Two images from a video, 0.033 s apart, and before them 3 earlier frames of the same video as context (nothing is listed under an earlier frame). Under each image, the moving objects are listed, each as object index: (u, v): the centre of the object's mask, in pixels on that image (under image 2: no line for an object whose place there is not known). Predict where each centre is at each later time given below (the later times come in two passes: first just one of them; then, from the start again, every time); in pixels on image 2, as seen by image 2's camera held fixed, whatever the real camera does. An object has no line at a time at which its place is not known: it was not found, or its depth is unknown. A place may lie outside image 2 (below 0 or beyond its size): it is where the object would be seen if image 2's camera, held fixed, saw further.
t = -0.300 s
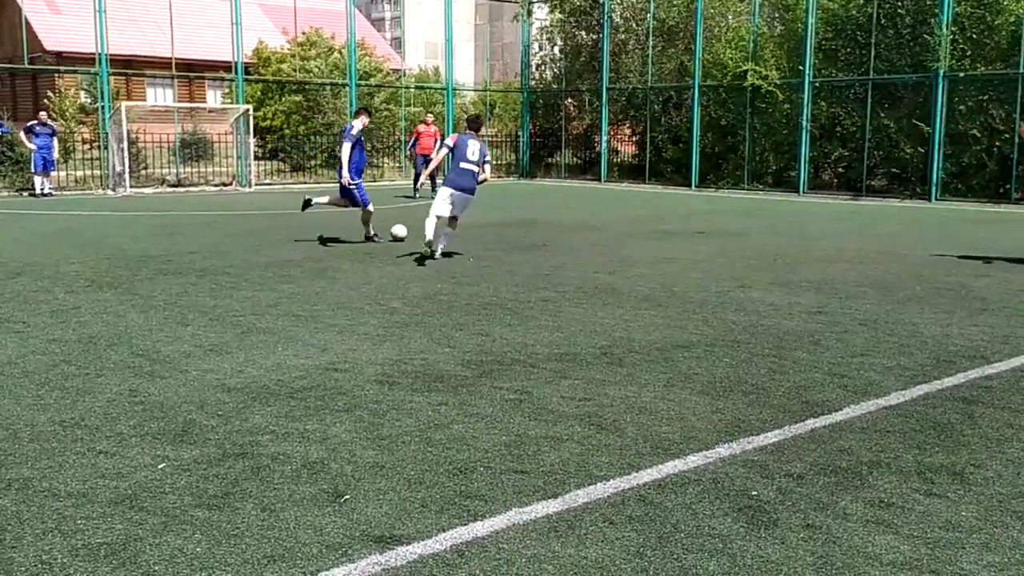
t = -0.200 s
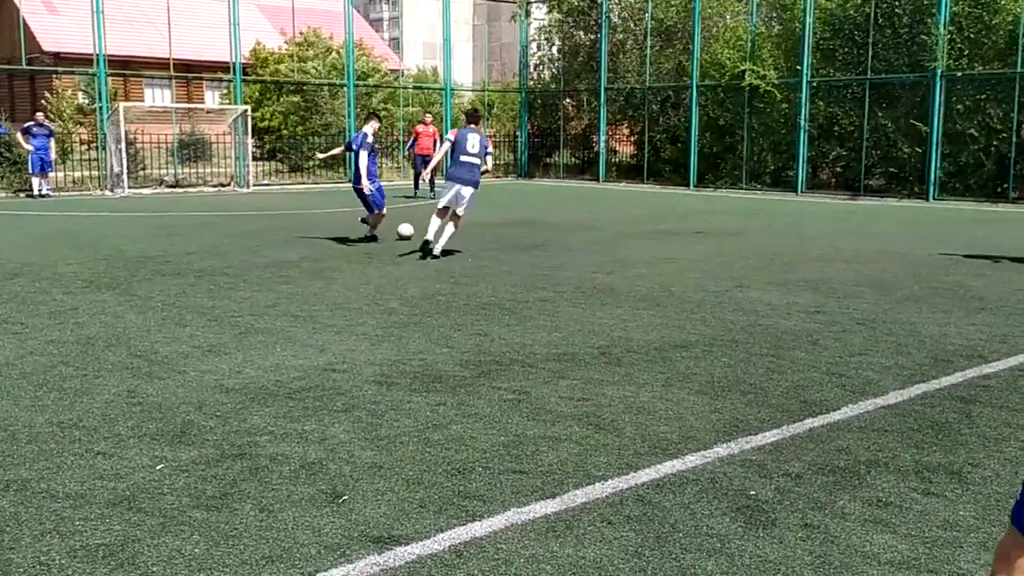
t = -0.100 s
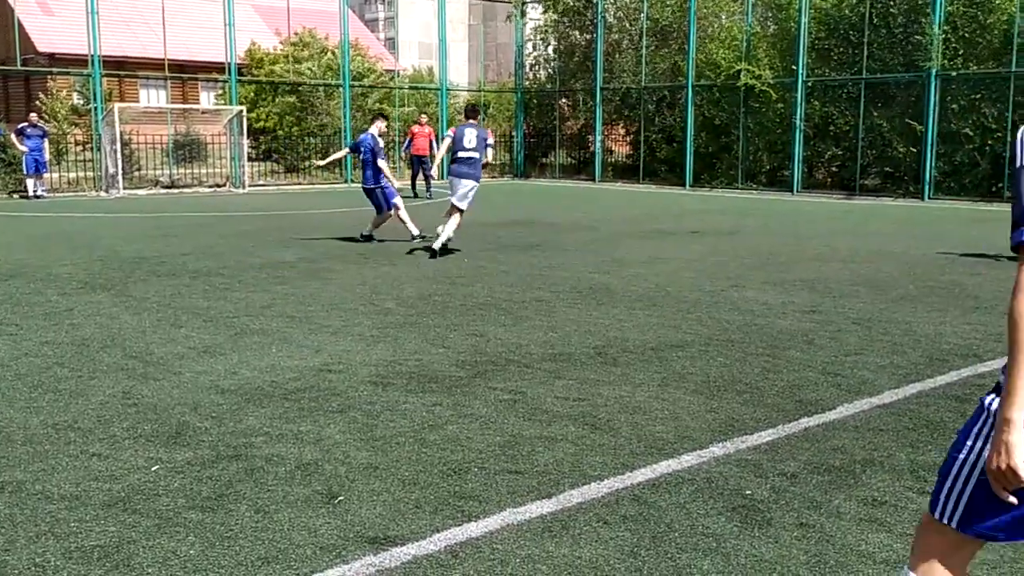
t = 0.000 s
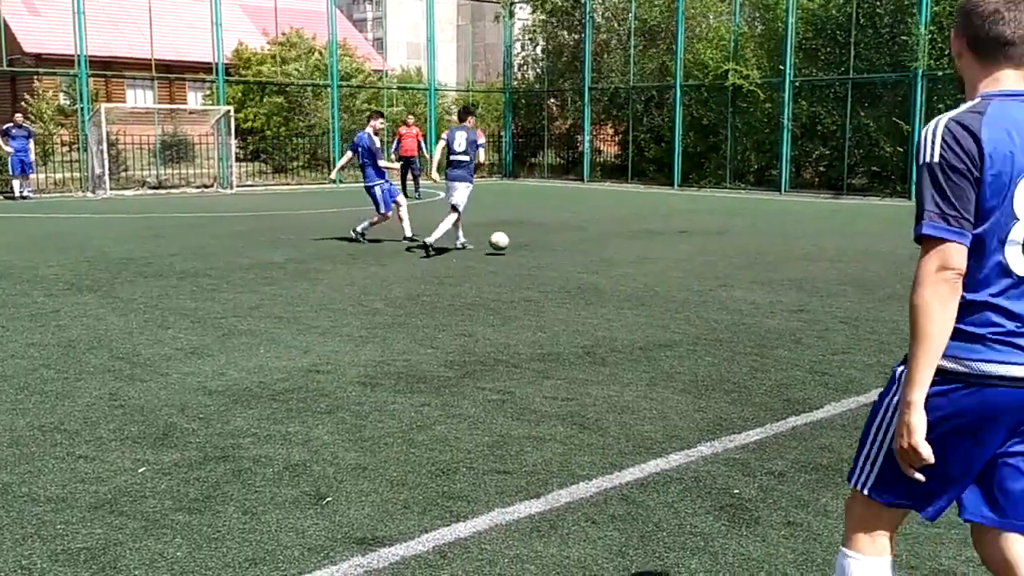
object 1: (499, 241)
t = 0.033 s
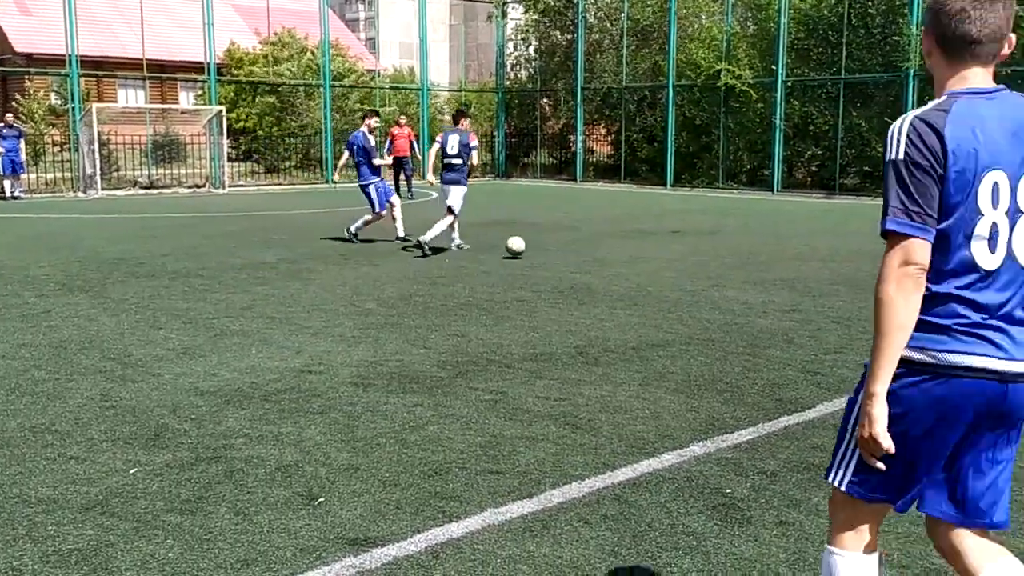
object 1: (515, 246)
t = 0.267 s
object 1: (686, 275)
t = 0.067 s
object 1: (539, 252)
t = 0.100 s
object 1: (562, 255)
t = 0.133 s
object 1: (585, 256)
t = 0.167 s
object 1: (610, 259)
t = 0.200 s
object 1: (635, 264)
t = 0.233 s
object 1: (660, 270)
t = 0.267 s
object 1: (686, 275)
